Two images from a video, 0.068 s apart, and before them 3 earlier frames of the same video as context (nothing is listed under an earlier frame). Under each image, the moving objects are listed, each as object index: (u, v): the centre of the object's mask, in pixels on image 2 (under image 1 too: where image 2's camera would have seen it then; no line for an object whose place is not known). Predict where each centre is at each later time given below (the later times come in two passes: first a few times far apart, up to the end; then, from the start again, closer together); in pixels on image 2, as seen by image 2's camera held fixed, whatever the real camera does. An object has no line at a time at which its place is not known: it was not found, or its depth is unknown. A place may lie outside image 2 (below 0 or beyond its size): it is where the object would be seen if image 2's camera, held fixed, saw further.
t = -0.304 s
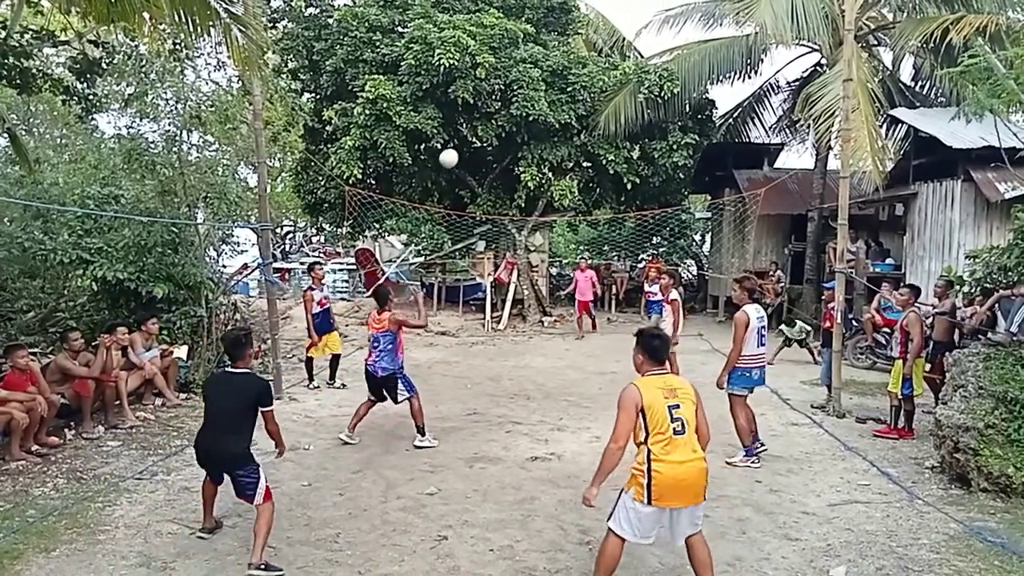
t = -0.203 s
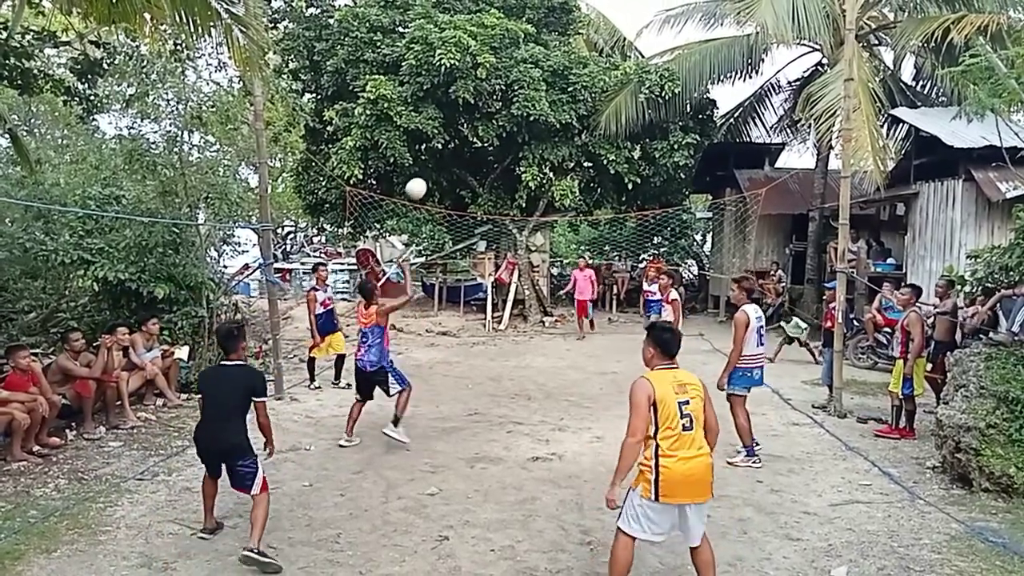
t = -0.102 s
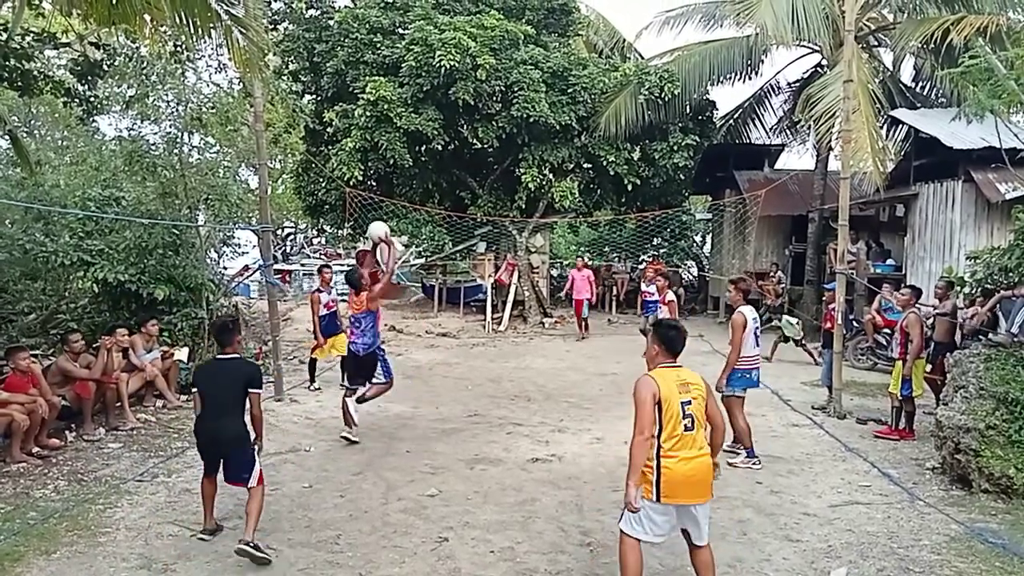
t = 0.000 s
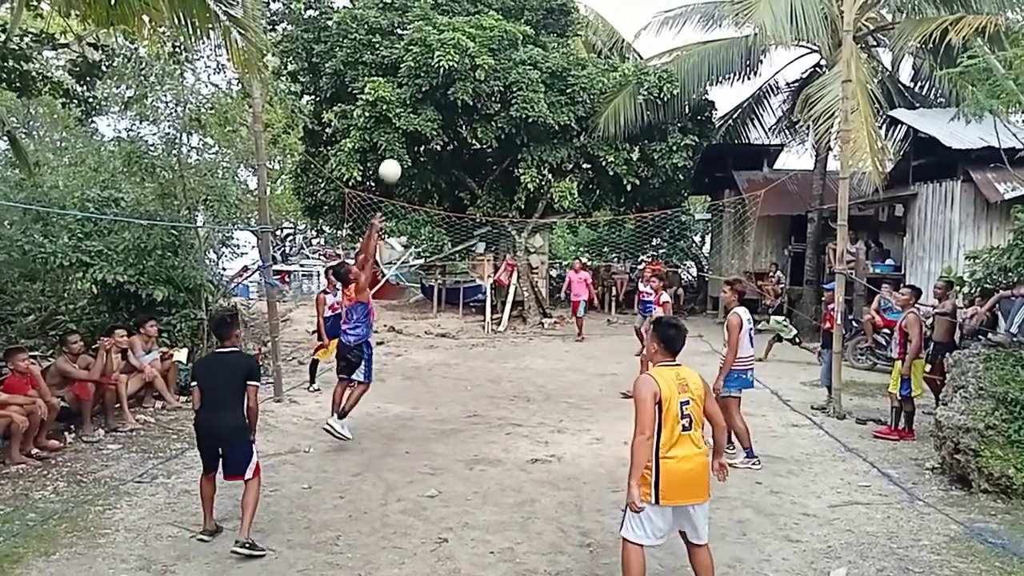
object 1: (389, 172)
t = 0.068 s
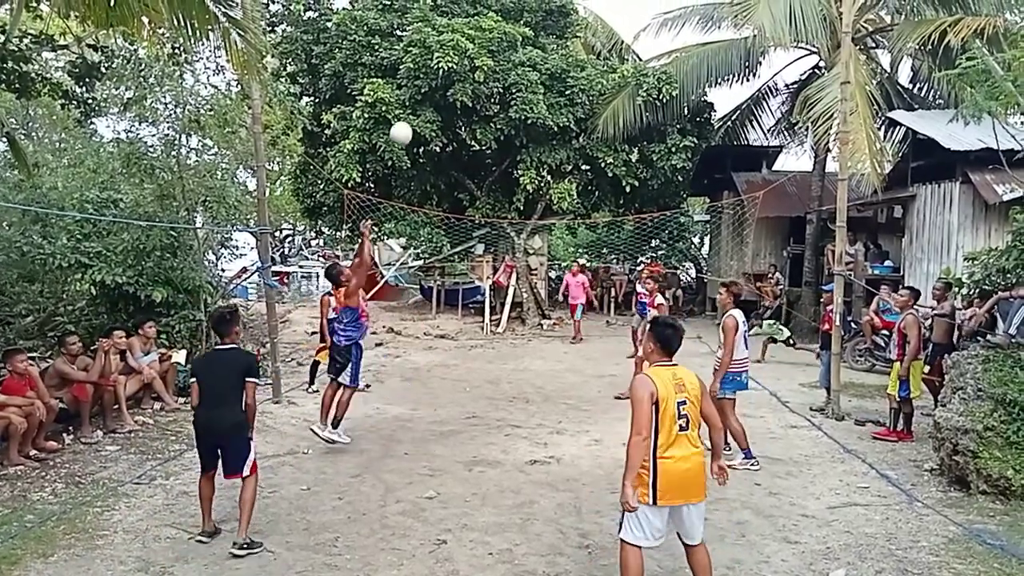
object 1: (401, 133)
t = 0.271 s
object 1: (436, 44)
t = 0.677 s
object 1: (506, 5)
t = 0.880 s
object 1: (540, 42)
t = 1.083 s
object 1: (570, 127)
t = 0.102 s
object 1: (407, 116)
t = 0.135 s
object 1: (413, 99)
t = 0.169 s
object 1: (418, 85)
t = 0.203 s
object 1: (424, 70)
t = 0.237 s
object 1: (430, 57)
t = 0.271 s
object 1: (436, 44)
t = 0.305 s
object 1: (442, 34)
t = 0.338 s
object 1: (448, 26)
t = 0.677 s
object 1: (506, 5)
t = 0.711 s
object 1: (512, 8)
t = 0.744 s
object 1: (518, 10)
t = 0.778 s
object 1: (523, 16)
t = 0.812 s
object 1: (528, 24)
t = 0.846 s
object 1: (534, 33)
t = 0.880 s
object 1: (540, 42)
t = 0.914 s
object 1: (545, 54)
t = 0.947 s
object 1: (550, 66)
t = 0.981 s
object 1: (555, 80)
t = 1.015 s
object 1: (560, 95)
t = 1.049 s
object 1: (565, 109)
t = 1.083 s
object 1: (570, 127)
